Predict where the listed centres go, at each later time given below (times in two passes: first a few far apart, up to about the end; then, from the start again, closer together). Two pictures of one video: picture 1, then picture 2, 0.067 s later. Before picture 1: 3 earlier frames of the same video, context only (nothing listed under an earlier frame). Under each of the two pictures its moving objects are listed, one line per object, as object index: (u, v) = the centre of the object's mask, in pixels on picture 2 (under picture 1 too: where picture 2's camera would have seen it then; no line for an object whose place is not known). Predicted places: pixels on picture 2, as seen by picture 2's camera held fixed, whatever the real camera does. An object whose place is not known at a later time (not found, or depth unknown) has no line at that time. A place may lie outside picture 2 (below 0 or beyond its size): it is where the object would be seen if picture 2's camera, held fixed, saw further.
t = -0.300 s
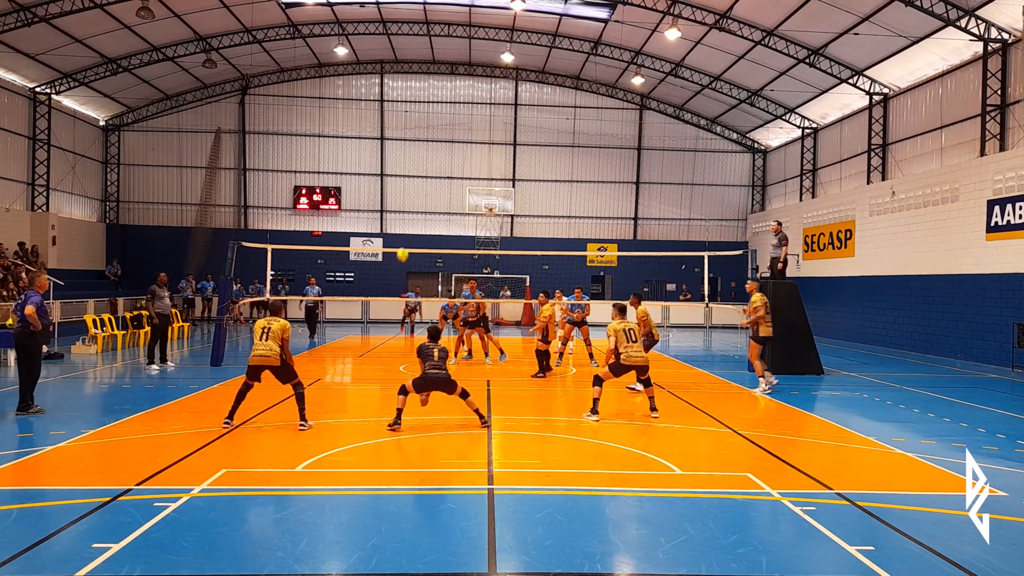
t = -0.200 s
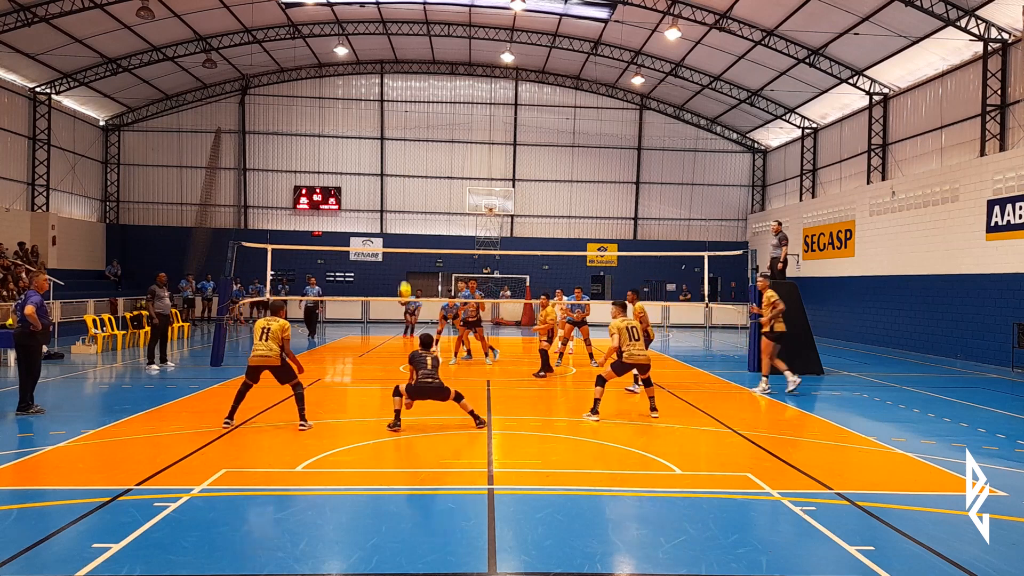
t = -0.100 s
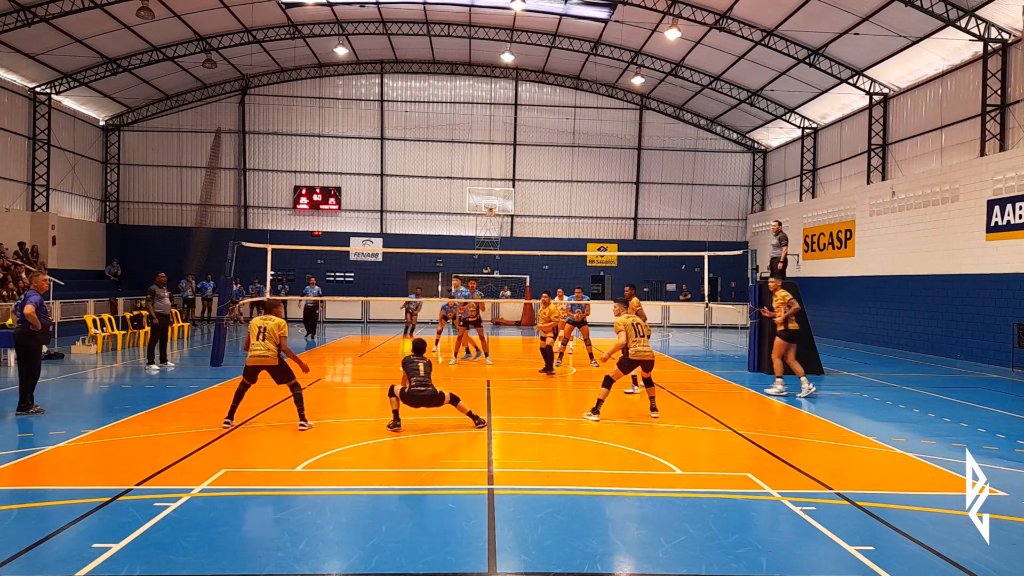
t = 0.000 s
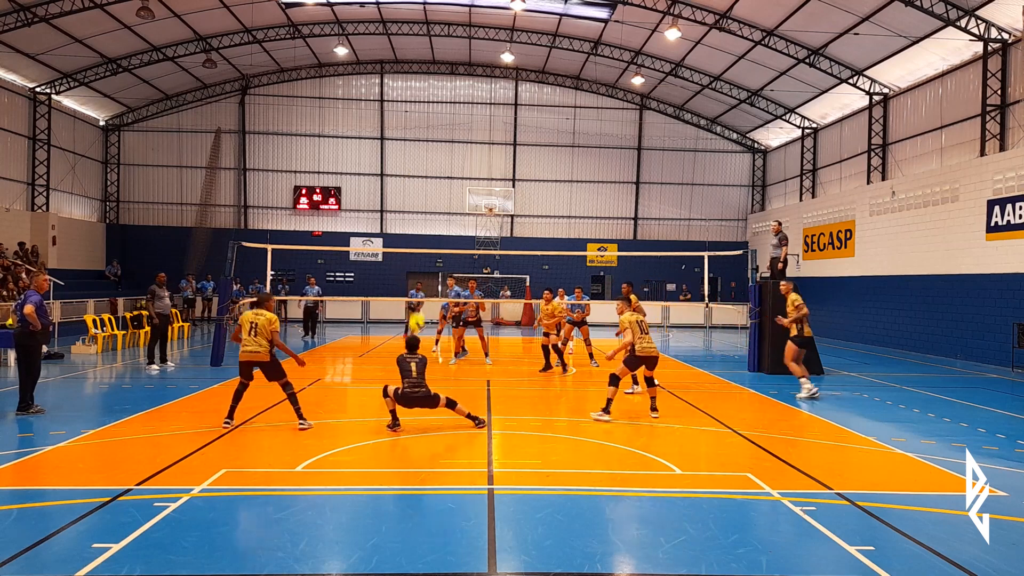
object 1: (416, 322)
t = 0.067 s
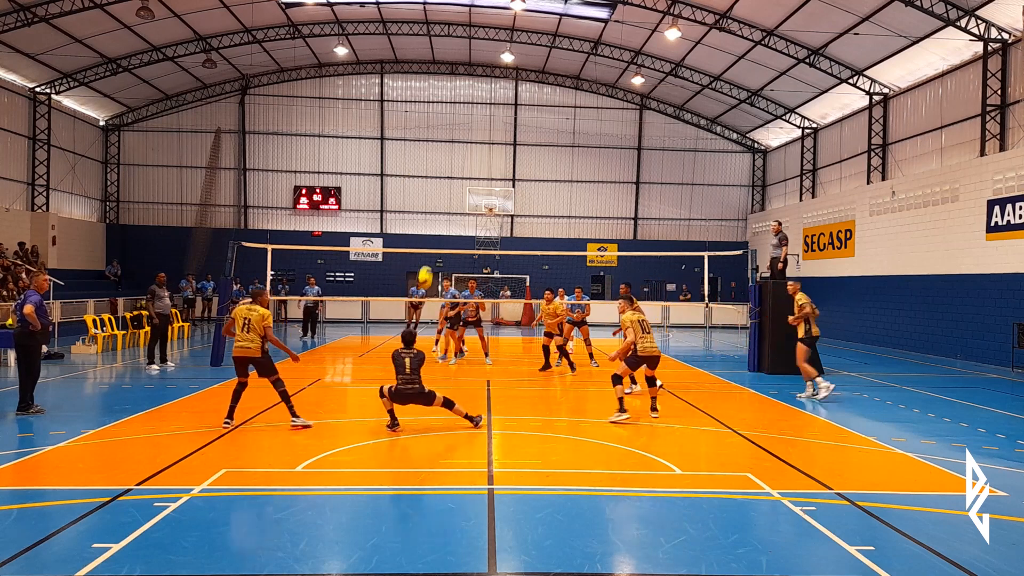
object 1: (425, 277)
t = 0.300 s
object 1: (449, 156)
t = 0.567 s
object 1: (474, 76)
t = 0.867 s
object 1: (499, 49)
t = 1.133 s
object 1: (518, 71)
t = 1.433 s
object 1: (538, 141)
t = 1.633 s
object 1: (549, 211)
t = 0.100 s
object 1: (428, 257)
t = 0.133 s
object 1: (431, 239)
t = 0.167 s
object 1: (435, 218)
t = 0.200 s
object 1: (439, 201)
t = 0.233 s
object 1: (442, 185)
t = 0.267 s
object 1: (446, 170)
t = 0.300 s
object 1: (449, 156)
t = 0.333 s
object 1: (452, 143)
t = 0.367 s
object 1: (455, 131)
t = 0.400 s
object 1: (458, 119)
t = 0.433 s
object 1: (462, 109)
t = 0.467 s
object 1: (464, 100)
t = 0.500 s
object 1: (468, 91)
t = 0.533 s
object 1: (471, 83)
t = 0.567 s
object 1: (474, 76)
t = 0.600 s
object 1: (477, 70)
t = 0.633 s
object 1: (480, 65)
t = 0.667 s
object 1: (482, 60)
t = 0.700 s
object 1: (485, 57)
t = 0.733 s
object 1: (488, 54)
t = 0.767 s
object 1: (490, 52)
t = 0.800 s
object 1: (493, 50)
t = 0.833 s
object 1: (497, 49)
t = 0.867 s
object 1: (499, 49)
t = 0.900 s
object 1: (501, 49)
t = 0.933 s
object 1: (504, 50)
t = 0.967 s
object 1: (506, 52)
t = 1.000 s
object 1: (508, 55)
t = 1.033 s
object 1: (511, 58)
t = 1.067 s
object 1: (515, 62)
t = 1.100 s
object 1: (516, 66)
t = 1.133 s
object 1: (518, 71)
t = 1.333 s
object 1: (531, 113)
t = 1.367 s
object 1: (533, 122)
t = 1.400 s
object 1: (536, 131)
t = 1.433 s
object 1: (538, 141)
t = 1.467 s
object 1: (539, 152)
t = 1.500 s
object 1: (542, 163)
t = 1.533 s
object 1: (543, 174)
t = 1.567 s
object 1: (545, 186)
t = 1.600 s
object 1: (547, 199)
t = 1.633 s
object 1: (549, 211)
